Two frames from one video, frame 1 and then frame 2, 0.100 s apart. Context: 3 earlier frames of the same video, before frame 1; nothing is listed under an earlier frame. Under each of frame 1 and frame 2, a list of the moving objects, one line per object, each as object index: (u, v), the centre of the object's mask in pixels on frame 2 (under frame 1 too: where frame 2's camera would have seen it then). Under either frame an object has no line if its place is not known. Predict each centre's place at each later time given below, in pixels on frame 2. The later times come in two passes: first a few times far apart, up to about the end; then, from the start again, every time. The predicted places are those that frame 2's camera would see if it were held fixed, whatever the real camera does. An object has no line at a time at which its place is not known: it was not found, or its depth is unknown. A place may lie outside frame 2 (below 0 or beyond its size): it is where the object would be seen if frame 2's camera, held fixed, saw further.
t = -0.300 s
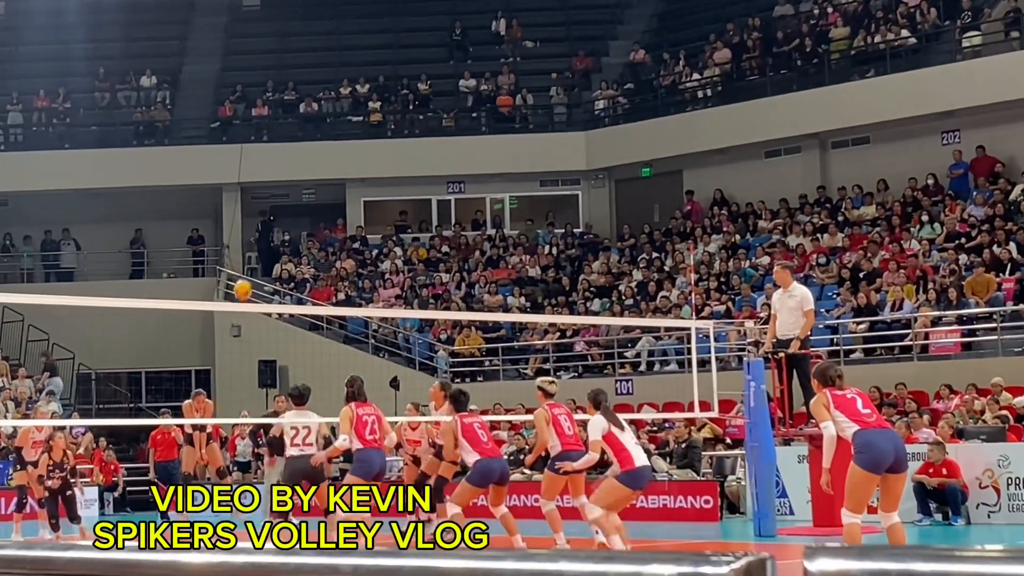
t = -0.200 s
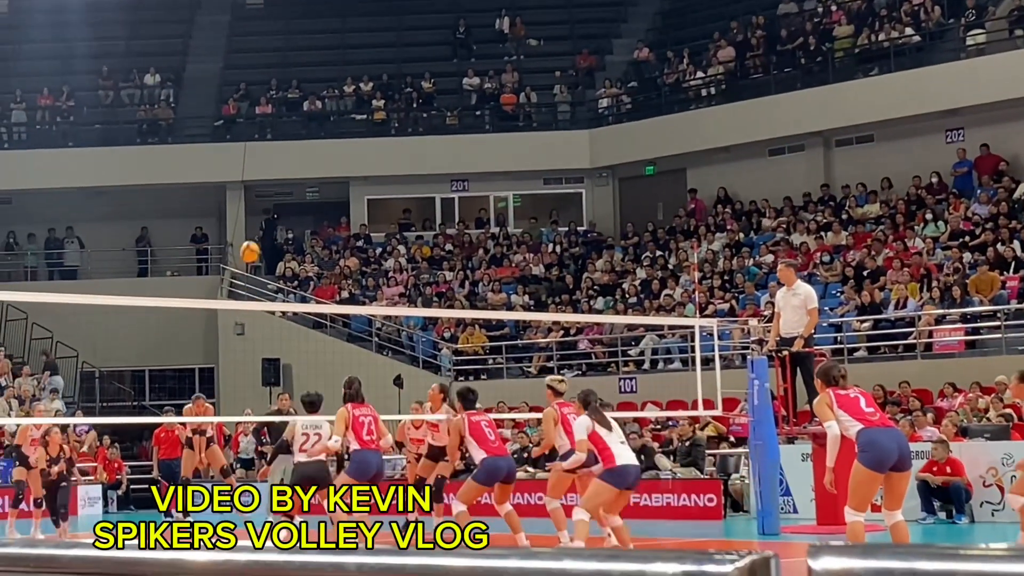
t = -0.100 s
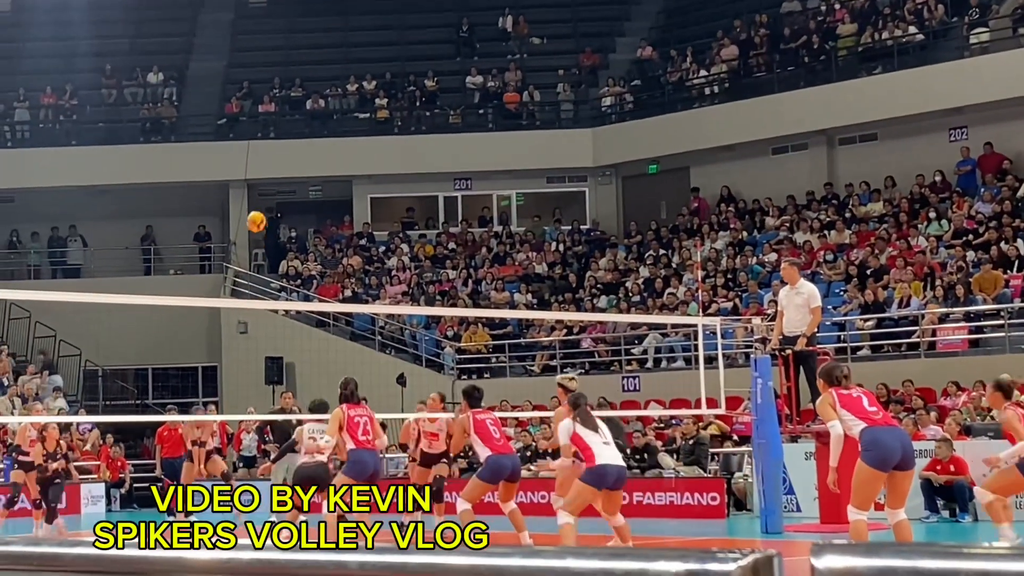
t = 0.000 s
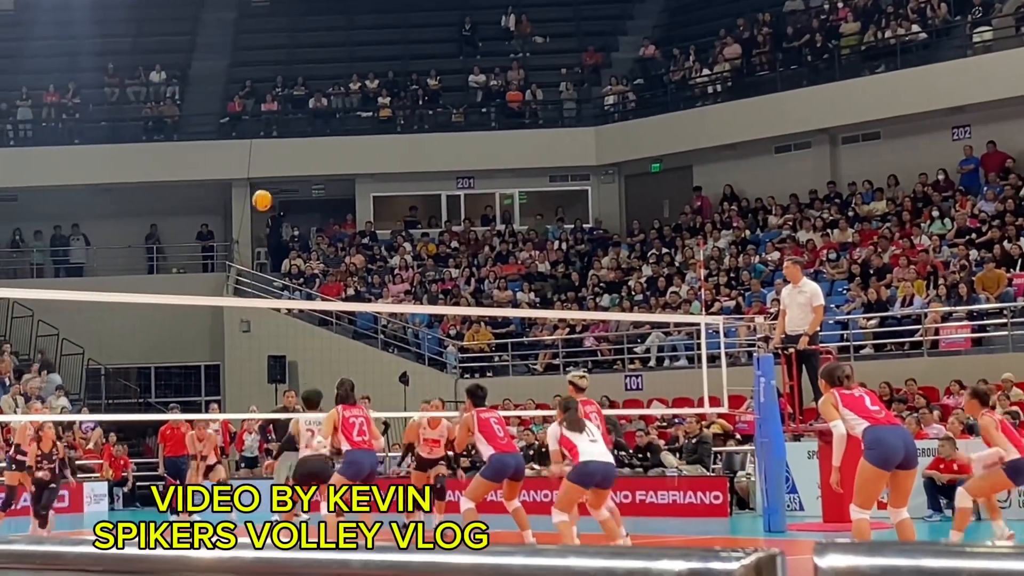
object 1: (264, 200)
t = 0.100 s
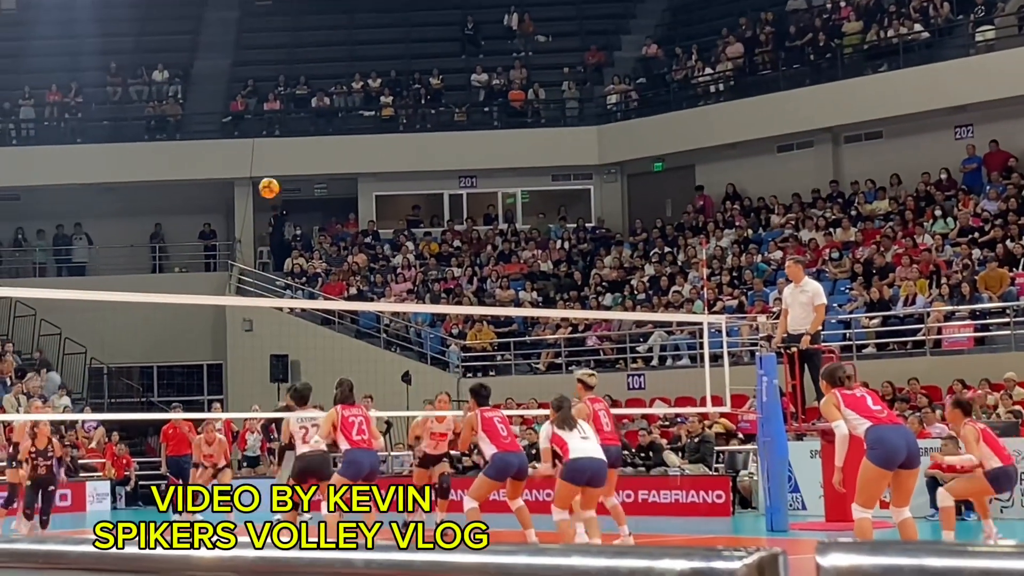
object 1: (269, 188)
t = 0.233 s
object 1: (275, 186)
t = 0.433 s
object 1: (286, 213)
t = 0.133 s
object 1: (271, 186)
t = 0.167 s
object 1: (272, 185)
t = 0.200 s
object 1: (273, 185)
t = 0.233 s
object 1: (275, 186)
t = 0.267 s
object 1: (277, 188)
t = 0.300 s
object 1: (278, 191)
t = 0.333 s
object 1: (280, 195)
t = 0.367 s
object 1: (282, 200)
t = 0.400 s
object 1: (284, 206)
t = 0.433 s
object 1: (286, 213)
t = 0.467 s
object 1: (288, 222)
